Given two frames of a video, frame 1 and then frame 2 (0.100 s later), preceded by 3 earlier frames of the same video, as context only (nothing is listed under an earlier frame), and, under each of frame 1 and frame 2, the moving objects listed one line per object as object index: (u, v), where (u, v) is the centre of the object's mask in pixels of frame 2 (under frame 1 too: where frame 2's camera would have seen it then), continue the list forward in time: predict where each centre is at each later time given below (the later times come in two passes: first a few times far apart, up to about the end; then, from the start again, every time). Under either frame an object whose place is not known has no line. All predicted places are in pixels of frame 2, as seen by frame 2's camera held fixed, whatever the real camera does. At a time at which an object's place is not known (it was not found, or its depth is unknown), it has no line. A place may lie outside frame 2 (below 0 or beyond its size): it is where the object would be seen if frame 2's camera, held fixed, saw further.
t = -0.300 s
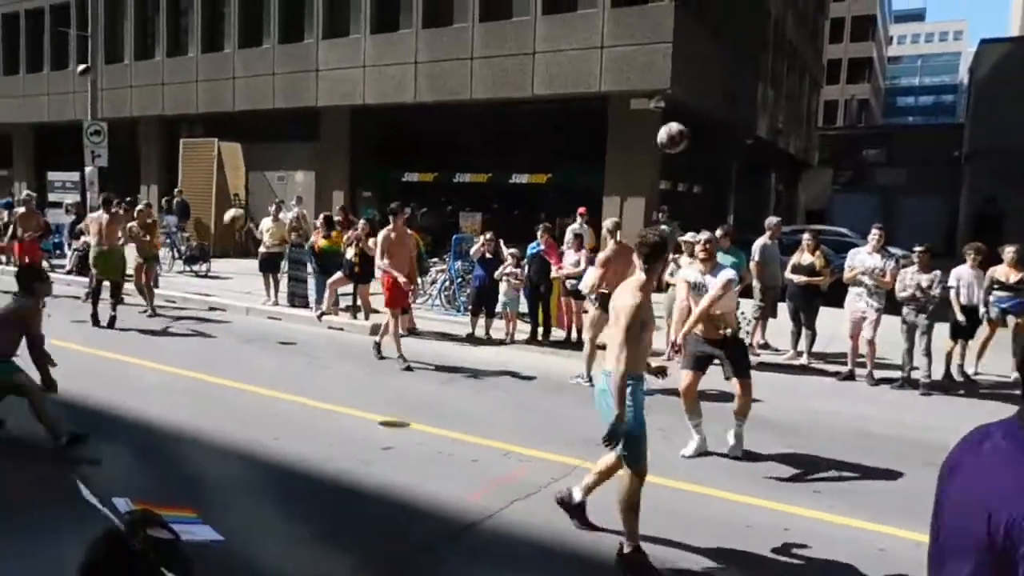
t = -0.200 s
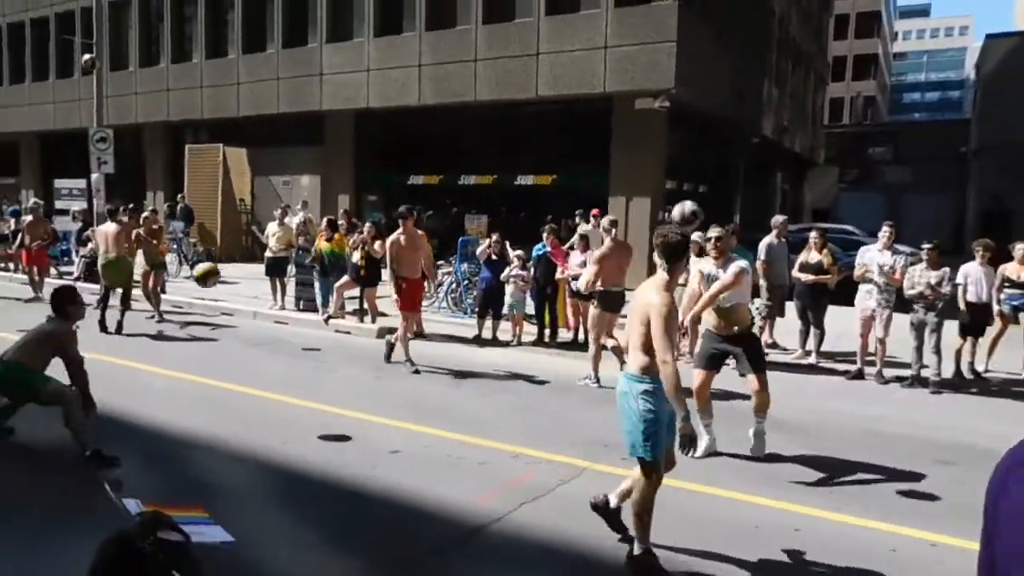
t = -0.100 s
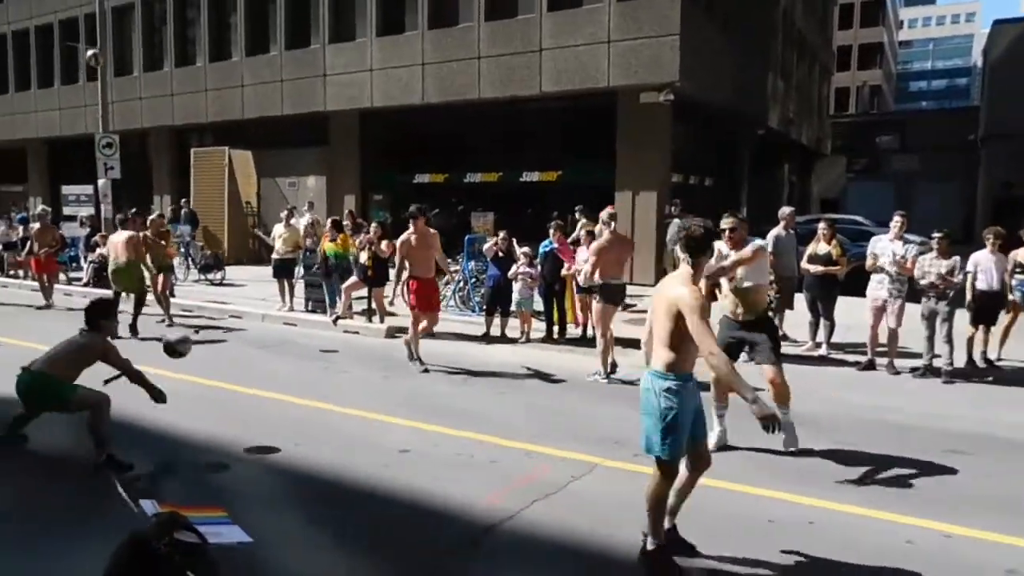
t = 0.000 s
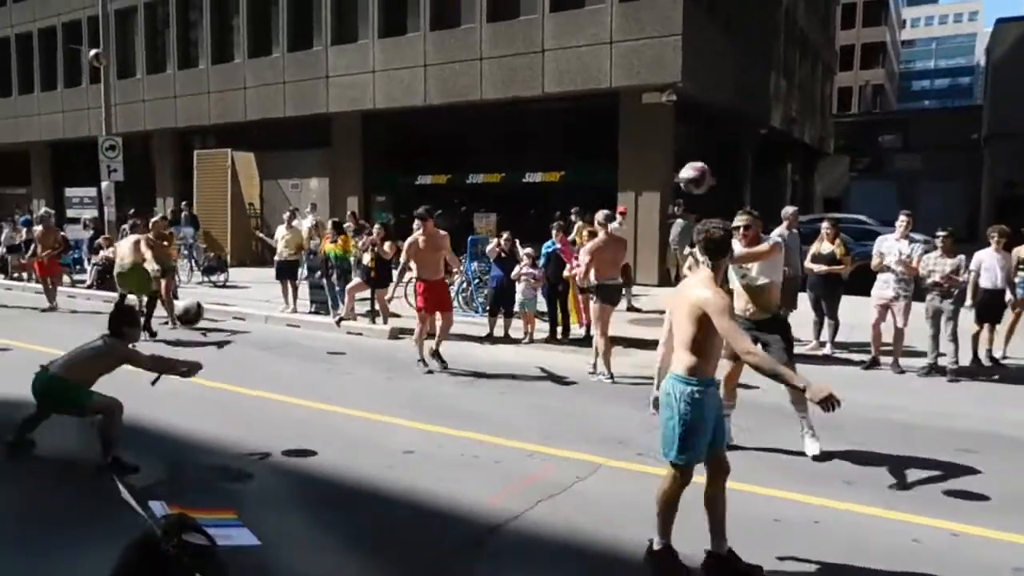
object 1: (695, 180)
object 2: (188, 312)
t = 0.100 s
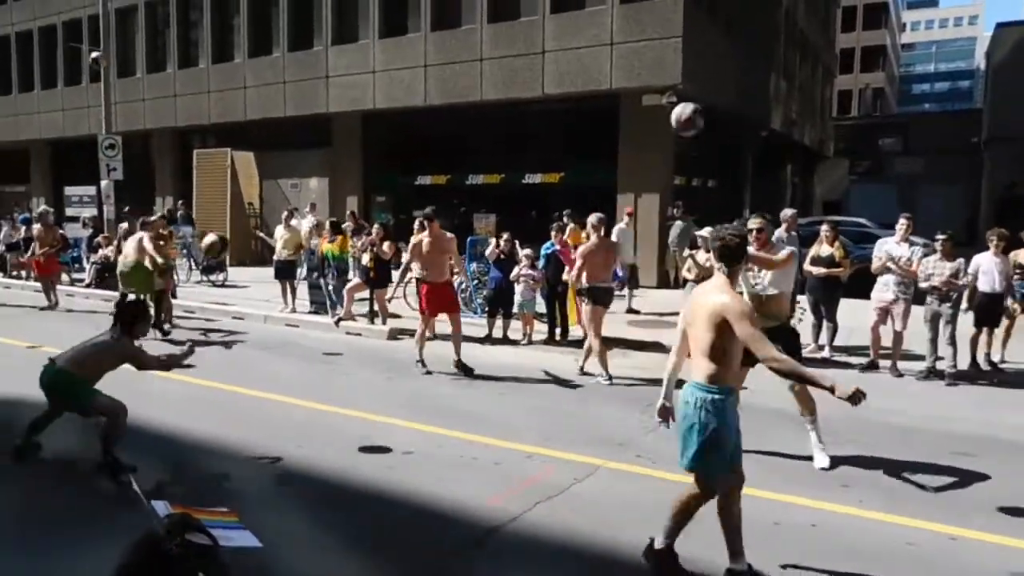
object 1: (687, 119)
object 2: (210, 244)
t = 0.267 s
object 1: (671, 48)
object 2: (261, 174)
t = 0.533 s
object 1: (642, 25)
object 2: (322, 140)
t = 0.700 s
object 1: (621, 78)
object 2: (361, 160)
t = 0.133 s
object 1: (684, 102)
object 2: (223, 228)
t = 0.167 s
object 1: (681, 87)
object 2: (233, 212)
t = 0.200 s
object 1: (677, 72)
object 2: (243, 197)
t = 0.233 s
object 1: (675, 58)
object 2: (251, 185)
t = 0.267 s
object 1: (671, 48)
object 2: (261, 174)
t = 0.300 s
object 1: (668, 39)
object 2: (270, 164)
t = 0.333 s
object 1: (665, 31)
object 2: (279, 157)
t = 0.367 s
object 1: (662, 26)
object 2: (286, 151)
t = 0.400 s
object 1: (657, 22)
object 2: (294, 146)
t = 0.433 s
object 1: (654, 20)
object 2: (302, 143)
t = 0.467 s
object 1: (650, 20)
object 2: (309, 141)
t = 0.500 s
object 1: (646, 21)
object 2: (317, 141)
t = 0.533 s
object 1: (642, 25)
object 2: (322, 140)
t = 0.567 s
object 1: (638, 32)
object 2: (332, 143)
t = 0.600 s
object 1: (634, 40)
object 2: (339, 145)
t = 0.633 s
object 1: (629, 50)
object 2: (347, 149)
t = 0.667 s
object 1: (625, 63)
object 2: (354, 154)
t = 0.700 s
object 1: (621, 78)
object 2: (361, 160)
